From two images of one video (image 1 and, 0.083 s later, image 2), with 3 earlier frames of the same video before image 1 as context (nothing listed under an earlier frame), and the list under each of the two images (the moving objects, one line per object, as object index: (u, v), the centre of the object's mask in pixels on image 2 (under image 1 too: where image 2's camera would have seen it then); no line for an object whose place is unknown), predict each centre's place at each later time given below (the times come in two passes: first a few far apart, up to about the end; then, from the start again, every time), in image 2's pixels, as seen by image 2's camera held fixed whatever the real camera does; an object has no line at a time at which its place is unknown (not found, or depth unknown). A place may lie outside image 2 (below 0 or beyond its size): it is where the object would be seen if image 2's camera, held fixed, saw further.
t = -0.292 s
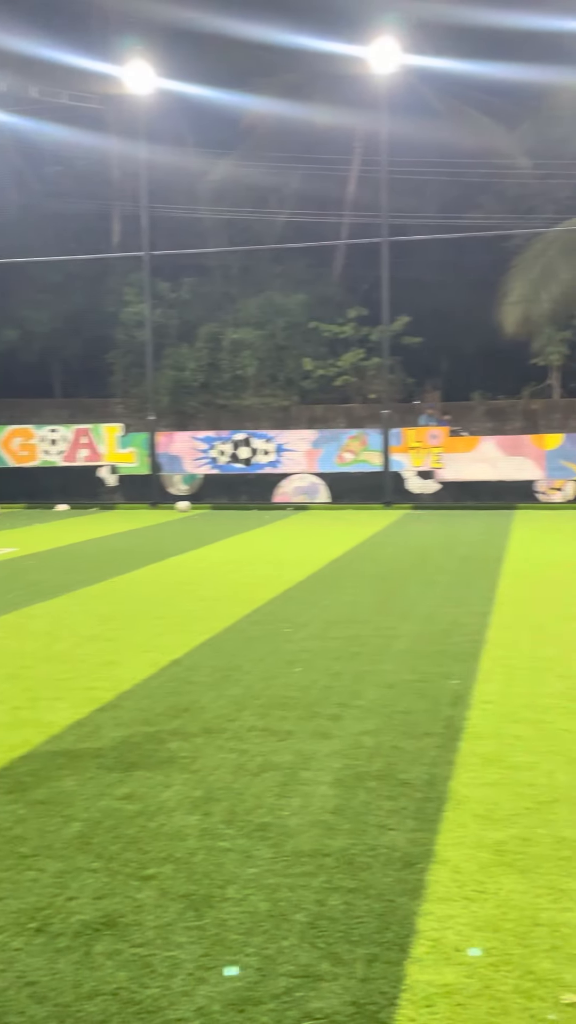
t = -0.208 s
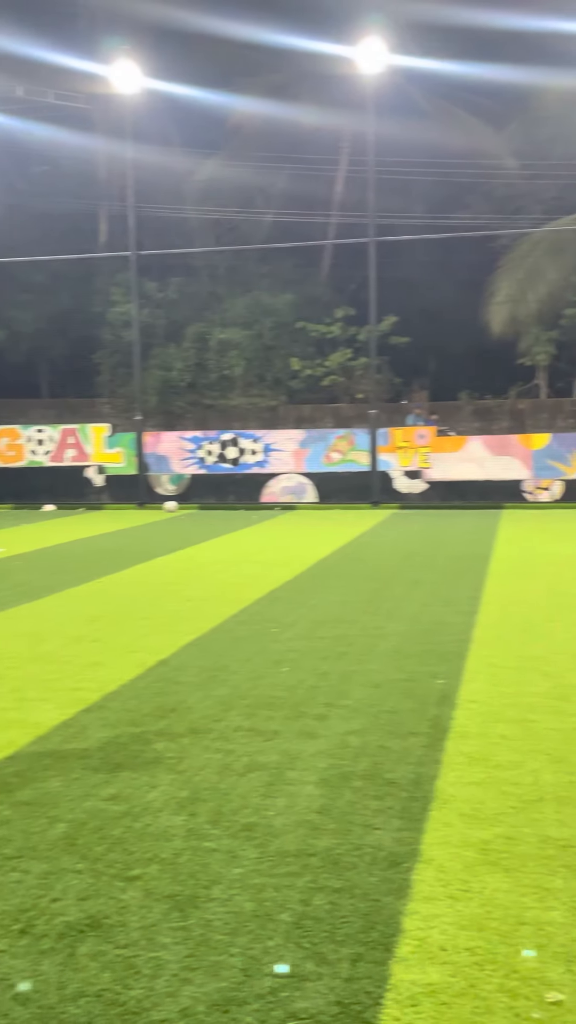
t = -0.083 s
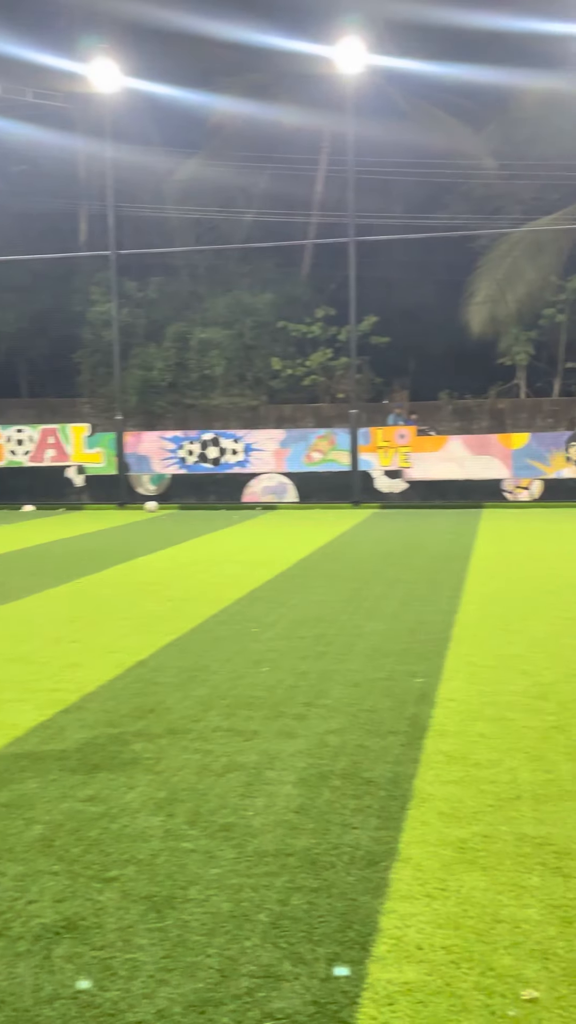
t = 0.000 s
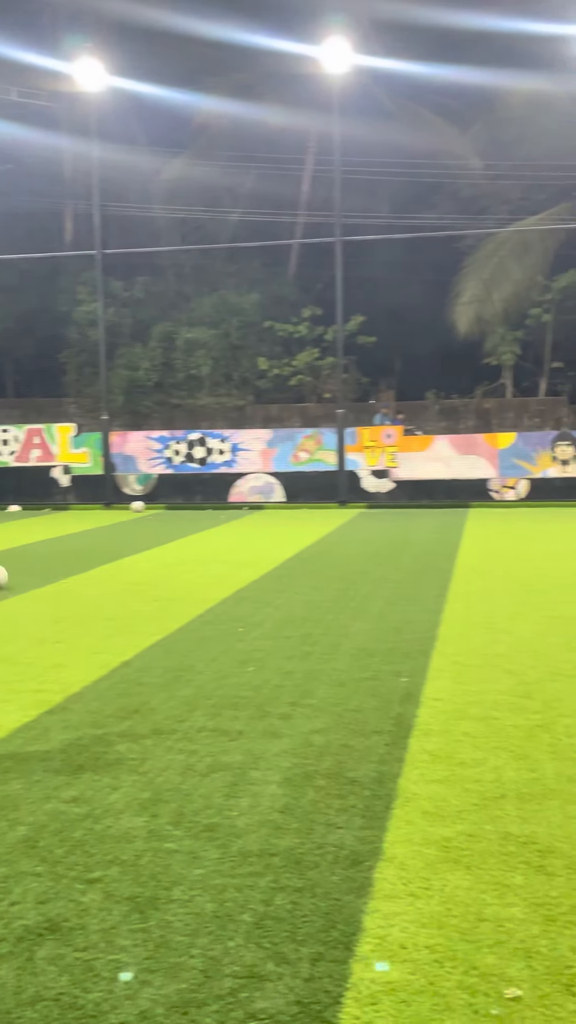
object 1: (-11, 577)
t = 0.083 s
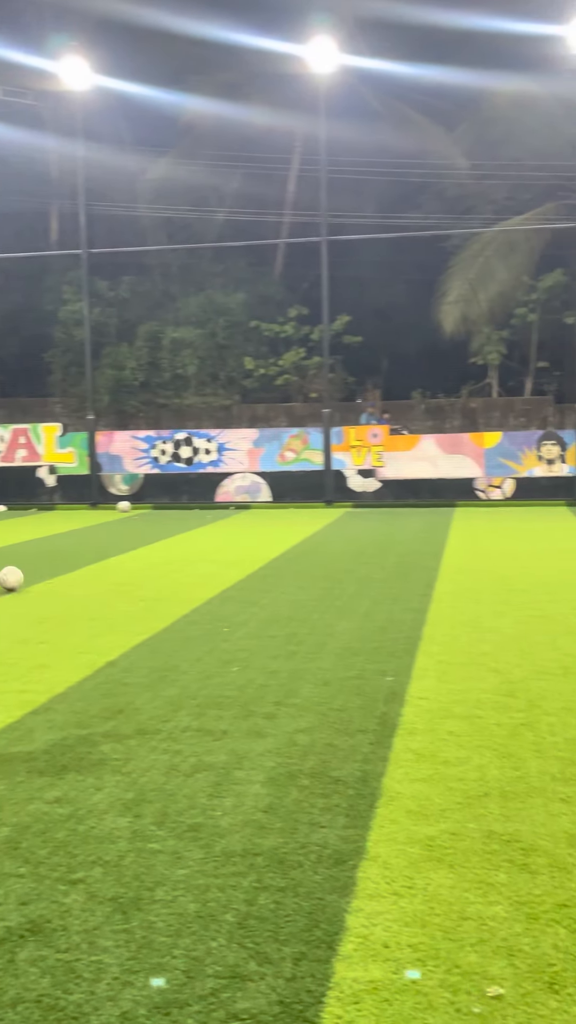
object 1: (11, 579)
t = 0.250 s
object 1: (75, 583)
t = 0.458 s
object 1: (161, 590)
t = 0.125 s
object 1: (27, 580)
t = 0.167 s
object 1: (43, 581)
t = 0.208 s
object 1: (58, 582)
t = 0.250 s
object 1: (75, 583)
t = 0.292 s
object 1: (92, 586)
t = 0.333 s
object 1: (109, 585)
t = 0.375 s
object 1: (126, 586)
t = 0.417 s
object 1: (144, 588)
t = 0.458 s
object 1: (161, 590)
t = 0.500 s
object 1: (179, 590)
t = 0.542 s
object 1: (197, 590)
